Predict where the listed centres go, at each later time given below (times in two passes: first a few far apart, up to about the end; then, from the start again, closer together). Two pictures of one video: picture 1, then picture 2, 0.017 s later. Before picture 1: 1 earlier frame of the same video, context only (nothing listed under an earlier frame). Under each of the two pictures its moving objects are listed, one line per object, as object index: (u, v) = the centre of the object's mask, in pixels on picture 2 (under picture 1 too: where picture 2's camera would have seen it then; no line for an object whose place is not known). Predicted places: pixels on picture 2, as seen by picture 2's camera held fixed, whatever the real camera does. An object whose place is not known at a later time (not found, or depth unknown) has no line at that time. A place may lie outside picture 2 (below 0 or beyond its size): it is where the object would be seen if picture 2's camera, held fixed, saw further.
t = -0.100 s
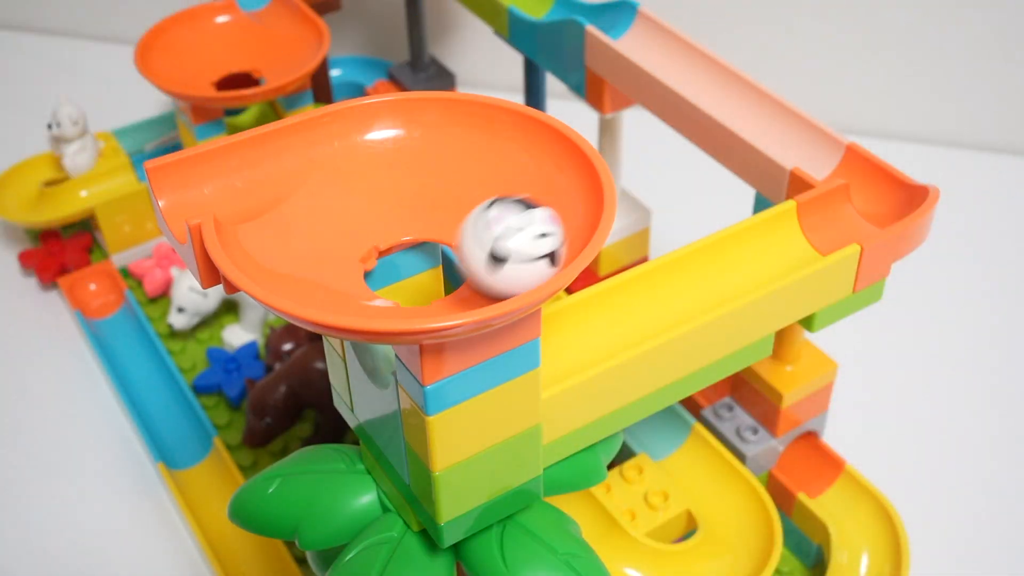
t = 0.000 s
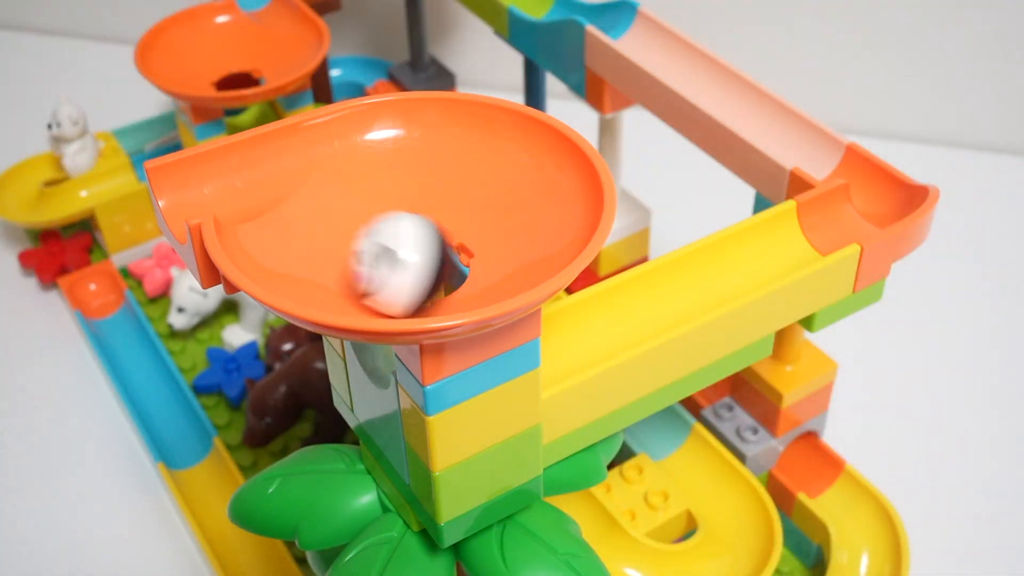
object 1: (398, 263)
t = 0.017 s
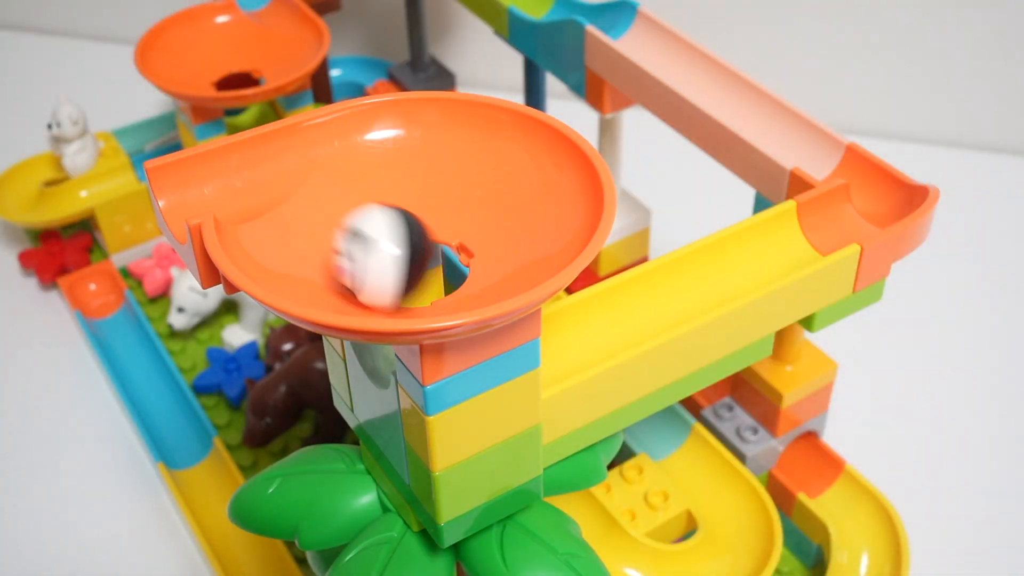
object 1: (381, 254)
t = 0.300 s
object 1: (447, 180)
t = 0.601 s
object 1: (366, 244)
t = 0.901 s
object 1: (466, 205)
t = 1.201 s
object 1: (371, 224)
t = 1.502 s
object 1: (449, 235)
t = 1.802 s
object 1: (396, 205)
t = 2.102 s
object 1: (424, 251)
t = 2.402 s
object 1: (576, 334)
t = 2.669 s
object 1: (862, 205)
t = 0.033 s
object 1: (364, 246)
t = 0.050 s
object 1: (350, 235)
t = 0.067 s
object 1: (339, 222)
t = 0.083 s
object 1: (331, 207)
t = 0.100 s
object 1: (325, 190)
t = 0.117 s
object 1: (323, 176)
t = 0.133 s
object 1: (325, 164)
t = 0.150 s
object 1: (328, 154)
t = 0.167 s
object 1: (335, 145)
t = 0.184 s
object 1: (345, 139)
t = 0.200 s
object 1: (357, 138)
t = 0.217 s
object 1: (371, 139)
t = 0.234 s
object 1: (387, 143)
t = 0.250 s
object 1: (403, 149)
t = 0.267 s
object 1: (419, 157)
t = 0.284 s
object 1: (433, 169)
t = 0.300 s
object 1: (447, 180)
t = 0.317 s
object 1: (460, 192)
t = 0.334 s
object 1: (471, 202)
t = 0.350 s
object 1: (480, 213)
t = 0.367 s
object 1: (487, 222)
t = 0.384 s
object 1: (492, 232)
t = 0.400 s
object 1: (493, 241)
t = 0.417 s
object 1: (491, 248)
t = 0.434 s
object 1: (486, 253)
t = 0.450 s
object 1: (478, 258)
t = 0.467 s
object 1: (468, 263)
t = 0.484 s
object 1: (455, 266)
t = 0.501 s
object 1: (442, 269)
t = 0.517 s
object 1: (428, 270)
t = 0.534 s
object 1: (414, 269)
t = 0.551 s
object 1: (398, 266)
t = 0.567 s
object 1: (386, 262)
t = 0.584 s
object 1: (375, 254)
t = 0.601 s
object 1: (366, 244)
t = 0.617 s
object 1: (360, 232)
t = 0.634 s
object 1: (356, 220)
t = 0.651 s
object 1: (355, 207)
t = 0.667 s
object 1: (354, 193)
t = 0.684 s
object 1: (356, 179)
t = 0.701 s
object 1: (360, 167)
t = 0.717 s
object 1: (366, 156)
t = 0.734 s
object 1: (373, 148)
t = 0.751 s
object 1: (383, 142)
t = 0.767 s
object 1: (393, 139)
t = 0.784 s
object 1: (404, 139)
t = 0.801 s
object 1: (414, 142)
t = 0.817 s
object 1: (425, 148)
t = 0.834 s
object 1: (437, 156)
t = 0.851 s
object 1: (448, 166)
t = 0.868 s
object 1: (456, 179)
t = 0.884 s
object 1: (462, 193)
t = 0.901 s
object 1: (466, 205)
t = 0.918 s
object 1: (469, 217)
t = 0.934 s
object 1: (469, 229)
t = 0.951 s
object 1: (468, 240)
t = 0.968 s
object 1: (464, 250)
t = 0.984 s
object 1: (460, 258)
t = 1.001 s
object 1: (453, 263)
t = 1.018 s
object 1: (445, 267)
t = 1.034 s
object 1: (435, 269)
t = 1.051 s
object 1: (424, 271)
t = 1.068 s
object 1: (414, 271)
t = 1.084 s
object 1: (404, 271)
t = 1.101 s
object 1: (394, 271)
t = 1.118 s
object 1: (385, 268)
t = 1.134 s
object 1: (379, 262)
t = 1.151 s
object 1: (374, 255)
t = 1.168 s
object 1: (371, 245)
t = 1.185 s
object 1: (370, 235)
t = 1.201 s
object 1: (371, 224)
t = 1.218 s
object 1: (375, 212)
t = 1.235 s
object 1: (382, 200)
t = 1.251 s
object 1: (389, 188)
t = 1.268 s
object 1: (397, 175)
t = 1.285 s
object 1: (407, 165)
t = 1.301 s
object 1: (416, 158)
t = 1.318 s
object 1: (425, 149)
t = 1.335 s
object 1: (434, 147)
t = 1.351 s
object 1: (442, 142)
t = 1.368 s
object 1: (449, 145)
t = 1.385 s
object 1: (456, 151)
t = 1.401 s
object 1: (461, 160)
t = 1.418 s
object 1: (464, 171)
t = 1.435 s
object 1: (465, 183)
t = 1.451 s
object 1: (464, 194)
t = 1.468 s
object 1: (461, 207)
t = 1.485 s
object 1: (457, 221)
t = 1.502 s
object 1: (449, 235)
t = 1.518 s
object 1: (438, 246)
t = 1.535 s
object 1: (422, 253)
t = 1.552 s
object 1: (407, 252)
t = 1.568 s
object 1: (396, 251)
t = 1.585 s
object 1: (385, 253)
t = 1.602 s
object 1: (375, 252)
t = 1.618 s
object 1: (366, 251)
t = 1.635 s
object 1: (358, 249)
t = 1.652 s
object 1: (353, 246)
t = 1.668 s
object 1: (349, 242)
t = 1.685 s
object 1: (349, 237)
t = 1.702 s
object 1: (350, 233)
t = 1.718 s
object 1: (353, 228)
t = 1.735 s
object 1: (358, 223)
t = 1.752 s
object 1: (365, 218)
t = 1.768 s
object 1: (374, 214)
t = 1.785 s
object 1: (386, 207)
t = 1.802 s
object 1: (396, 205)
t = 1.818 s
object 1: (408, 202)
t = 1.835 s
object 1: (421, 199)
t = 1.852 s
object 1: (432, 197)
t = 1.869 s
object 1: (443, 196)
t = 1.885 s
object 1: (454, 196)
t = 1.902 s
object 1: (463, 196)
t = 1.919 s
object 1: (471, 197)
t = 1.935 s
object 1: (477, 199)
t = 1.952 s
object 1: (481, 202)
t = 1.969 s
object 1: (483, 206)
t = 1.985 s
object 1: (482, 208)
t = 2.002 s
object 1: (480, 216)
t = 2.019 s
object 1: (475, 220)
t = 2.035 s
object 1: (468, 226)
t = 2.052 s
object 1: (460, 231)
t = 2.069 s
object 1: (450, 236)
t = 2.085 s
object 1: (439, 243)
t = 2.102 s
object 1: (424, 251)
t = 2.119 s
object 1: (411, 253)
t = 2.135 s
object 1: (406, 248)
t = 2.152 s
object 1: (418, 241)
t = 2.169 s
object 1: (425, 244)
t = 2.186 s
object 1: (423, 251)
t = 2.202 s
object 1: (415, 258)
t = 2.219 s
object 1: (416, 258)
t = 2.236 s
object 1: (420, 261)
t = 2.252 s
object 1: (417, 266)
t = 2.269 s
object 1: (420, 272)
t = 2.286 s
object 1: (424, 282)
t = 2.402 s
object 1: (576, 334)
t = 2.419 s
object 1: (594, 324)
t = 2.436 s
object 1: (615, 315)
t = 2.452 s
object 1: (634, 307)
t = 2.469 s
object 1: (655, 297)
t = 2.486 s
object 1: (677, 287)
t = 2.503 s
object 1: (695, 279)
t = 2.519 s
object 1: (708, 273)
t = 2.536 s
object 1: (726, 264)
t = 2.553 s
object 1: (731, 266)
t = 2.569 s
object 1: (758, 251)
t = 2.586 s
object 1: (776, 242)
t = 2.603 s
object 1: (796, 233)
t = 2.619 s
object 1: (813, 226)
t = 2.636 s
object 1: (830, 218)
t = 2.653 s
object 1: (846, 213)
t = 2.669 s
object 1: (862, 205)
